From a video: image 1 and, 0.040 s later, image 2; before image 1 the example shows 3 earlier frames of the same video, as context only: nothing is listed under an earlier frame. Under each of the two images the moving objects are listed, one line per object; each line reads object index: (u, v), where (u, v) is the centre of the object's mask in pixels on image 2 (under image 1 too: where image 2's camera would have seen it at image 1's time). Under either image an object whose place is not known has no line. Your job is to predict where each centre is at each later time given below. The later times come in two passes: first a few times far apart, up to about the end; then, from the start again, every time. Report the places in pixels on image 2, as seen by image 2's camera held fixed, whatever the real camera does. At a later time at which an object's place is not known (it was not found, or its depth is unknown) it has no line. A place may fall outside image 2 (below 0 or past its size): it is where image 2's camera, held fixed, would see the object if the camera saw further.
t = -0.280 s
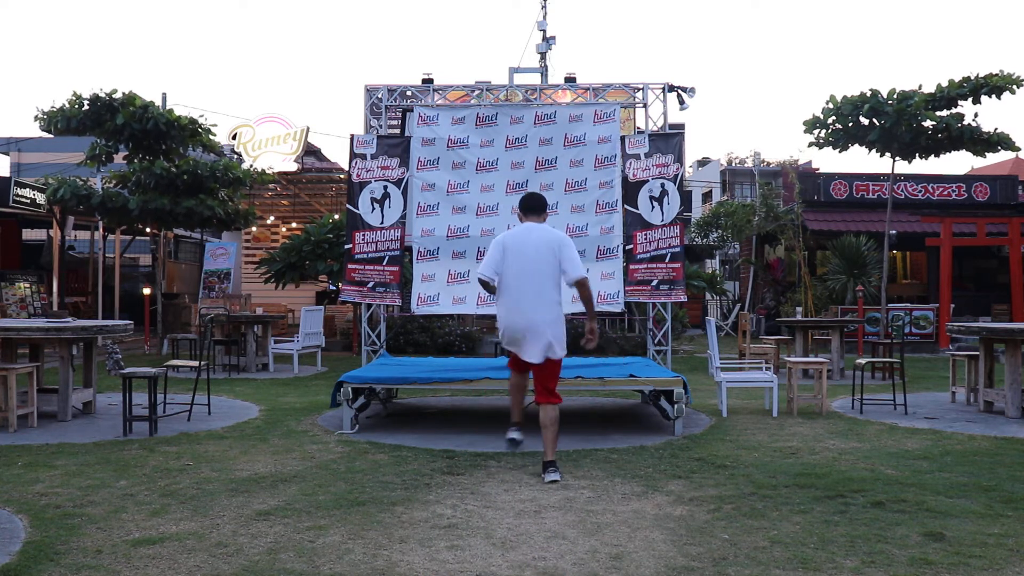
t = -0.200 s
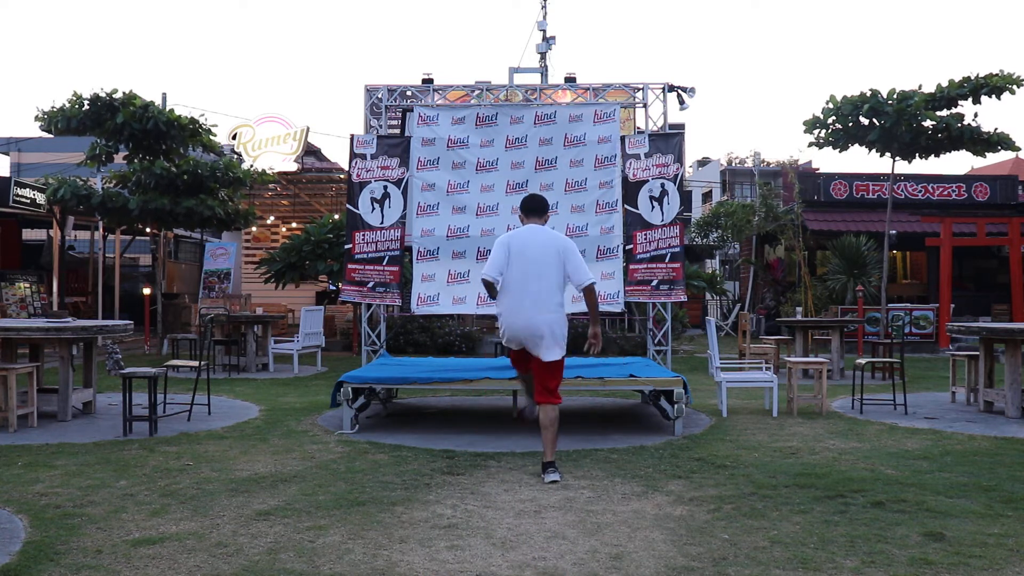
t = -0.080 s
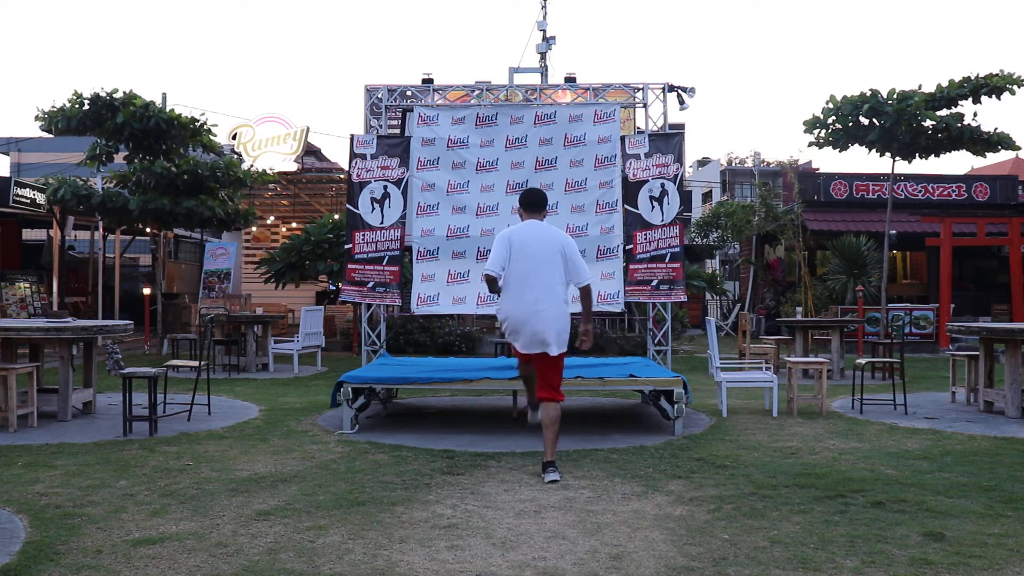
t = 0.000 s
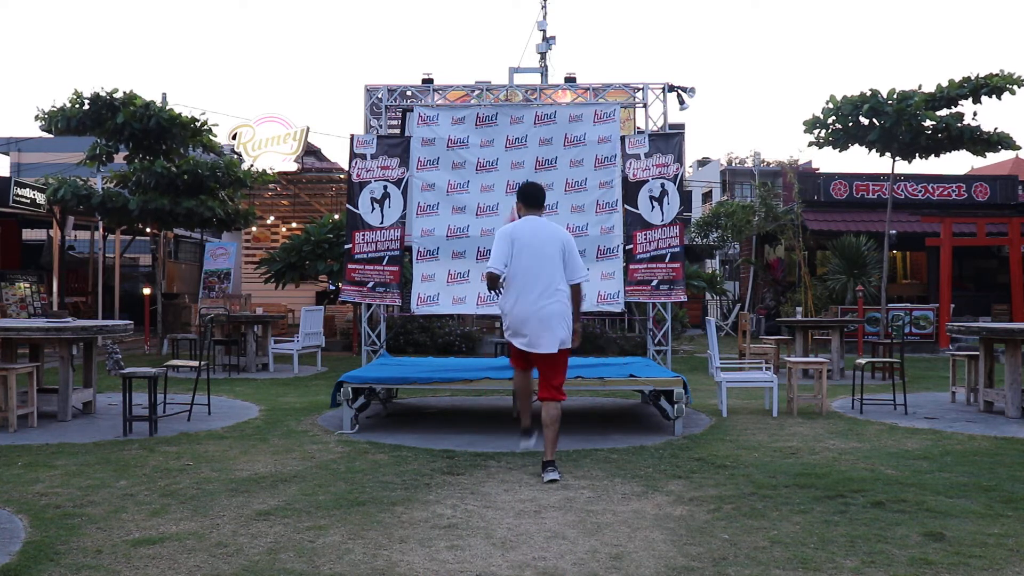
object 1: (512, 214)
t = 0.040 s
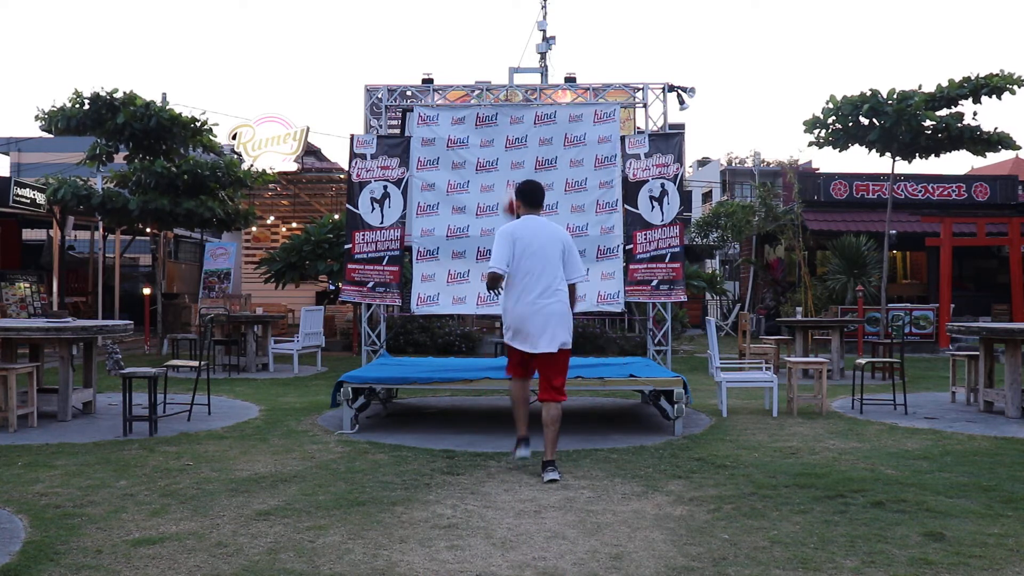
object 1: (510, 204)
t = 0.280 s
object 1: (498, 112)
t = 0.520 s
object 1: (477, 108)
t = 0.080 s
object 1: (509, 180)
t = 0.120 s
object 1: (511, 164)
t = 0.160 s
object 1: (507, 145)
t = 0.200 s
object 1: (504, 133)
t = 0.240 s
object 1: (501, 120)
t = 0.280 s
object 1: (498, 112)
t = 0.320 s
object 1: (495, 105)
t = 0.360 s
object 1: (492, 101)
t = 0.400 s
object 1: (488, 99)
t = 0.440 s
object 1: (484, 99)
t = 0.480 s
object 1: (481, 101)
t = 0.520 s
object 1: (477, 108)
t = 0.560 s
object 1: (474, 116)
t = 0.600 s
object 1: (470, 127)
